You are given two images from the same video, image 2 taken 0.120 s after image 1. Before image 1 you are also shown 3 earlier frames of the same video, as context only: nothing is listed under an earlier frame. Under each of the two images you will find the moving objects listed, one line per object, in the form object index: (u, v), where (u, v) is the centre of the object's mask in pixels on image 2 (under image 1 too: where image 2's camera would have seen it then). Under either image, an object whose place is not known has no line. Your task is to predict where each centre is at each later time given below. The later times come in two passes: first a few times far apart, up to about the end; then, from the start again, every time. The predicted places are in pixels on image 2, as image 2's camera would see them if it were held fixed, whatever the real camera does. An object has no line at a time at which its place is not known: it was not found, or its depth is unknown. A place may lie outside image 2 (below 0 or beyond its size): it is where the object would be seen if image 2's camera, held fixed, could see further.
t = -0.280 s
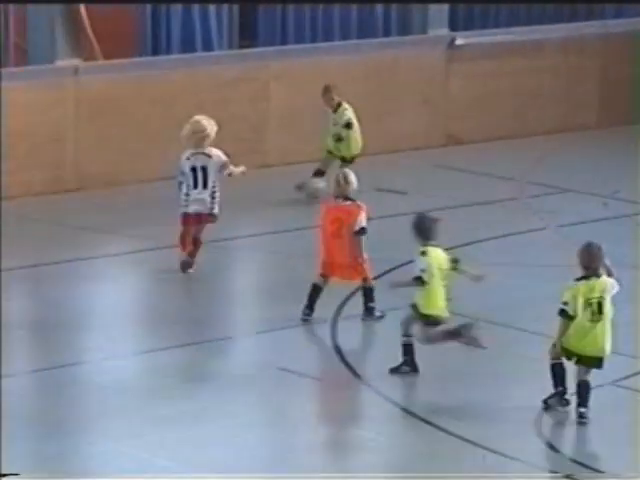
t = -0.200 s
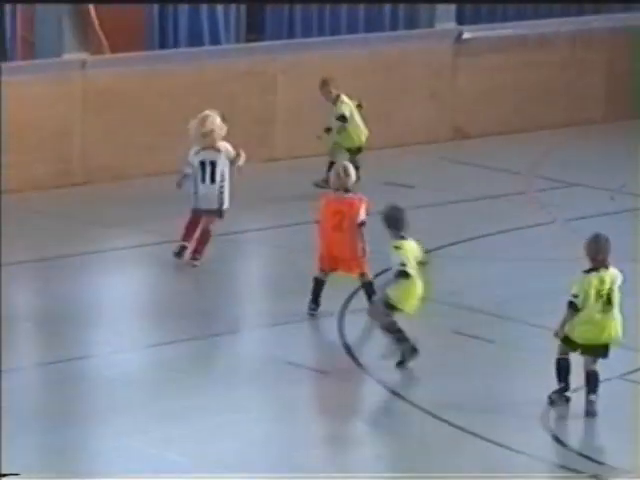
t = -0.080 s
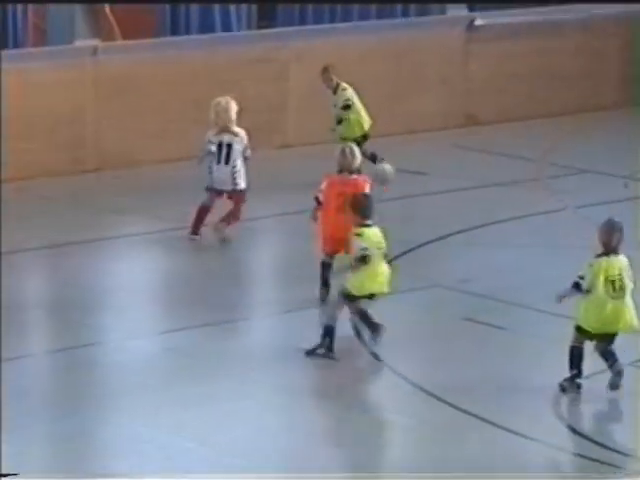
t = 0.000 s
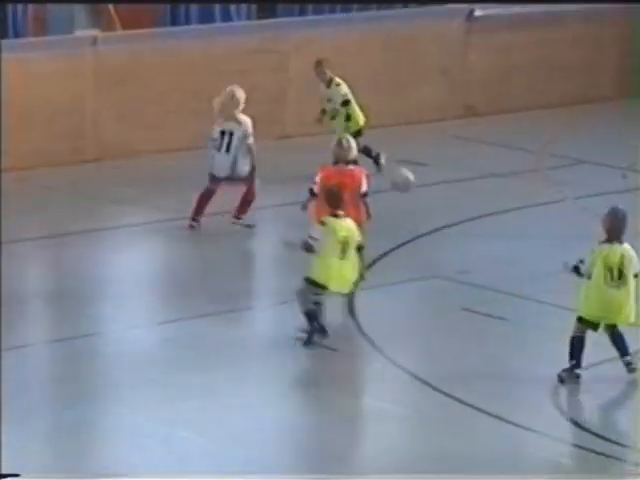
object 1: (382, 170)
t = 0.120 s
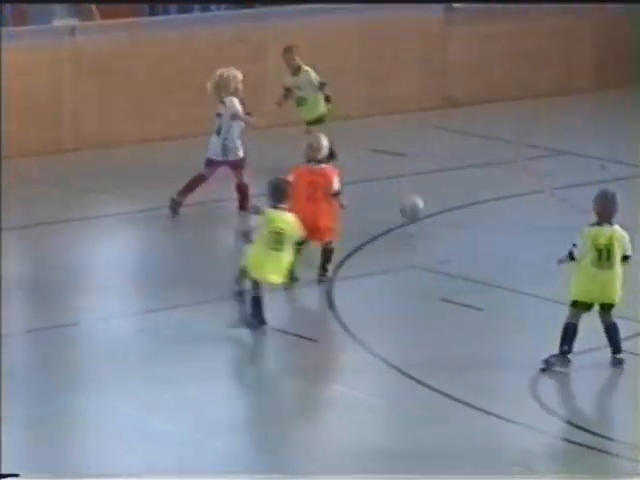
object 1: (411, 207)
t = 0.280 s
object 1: (450, 232)
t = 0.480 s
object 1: (496, 264)
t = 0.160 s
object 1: (421, 226)
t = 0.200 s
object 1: (431, 232)
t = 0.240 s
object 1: (439, 230)
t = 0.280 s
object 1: (450, 232)
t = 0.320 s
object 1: (458, 234)
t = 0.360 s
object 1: (468, 238)
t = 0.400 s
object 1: (477, 244)
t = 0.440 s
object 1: (487, 254)
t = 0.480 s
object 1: (496, 264)
